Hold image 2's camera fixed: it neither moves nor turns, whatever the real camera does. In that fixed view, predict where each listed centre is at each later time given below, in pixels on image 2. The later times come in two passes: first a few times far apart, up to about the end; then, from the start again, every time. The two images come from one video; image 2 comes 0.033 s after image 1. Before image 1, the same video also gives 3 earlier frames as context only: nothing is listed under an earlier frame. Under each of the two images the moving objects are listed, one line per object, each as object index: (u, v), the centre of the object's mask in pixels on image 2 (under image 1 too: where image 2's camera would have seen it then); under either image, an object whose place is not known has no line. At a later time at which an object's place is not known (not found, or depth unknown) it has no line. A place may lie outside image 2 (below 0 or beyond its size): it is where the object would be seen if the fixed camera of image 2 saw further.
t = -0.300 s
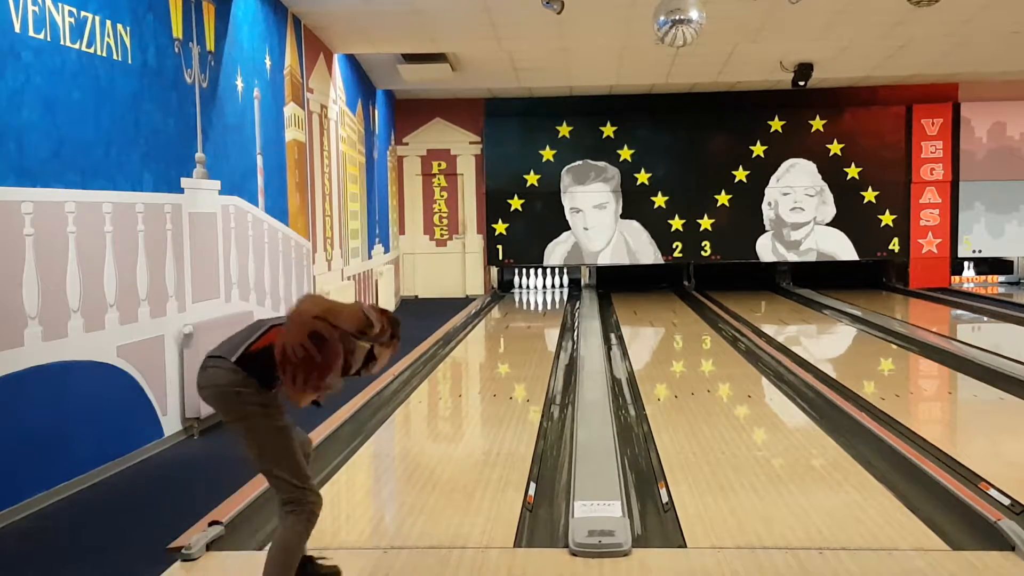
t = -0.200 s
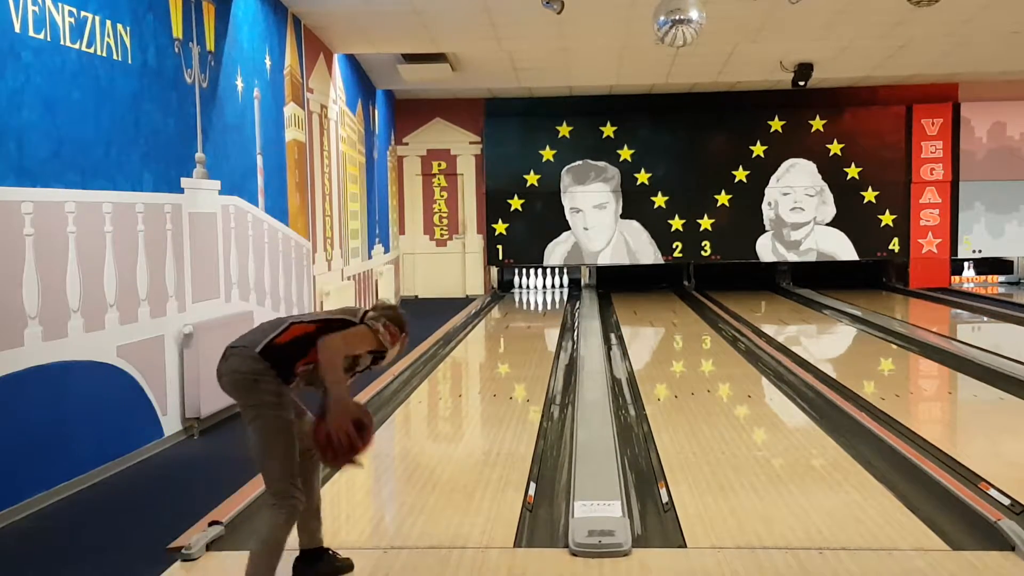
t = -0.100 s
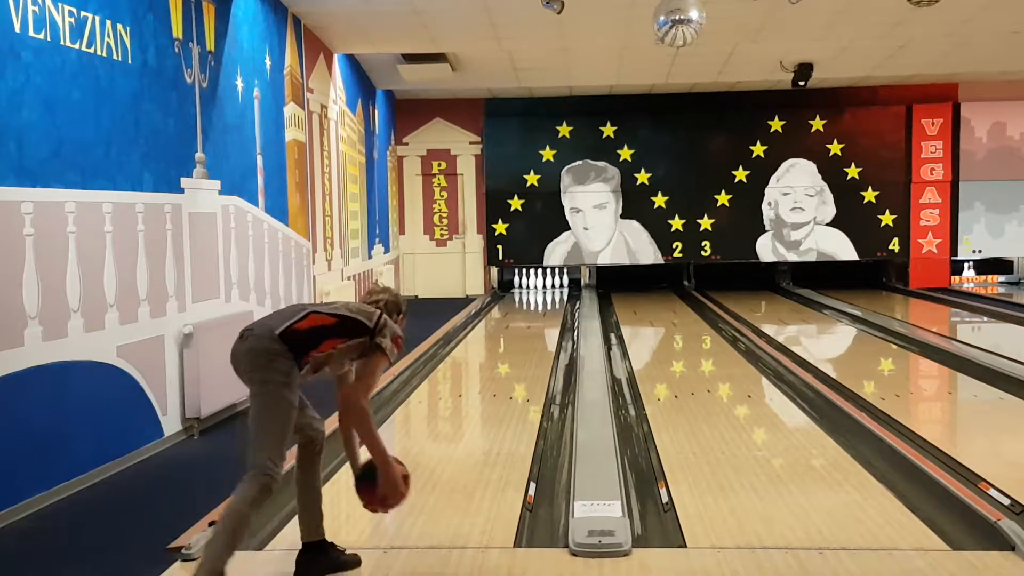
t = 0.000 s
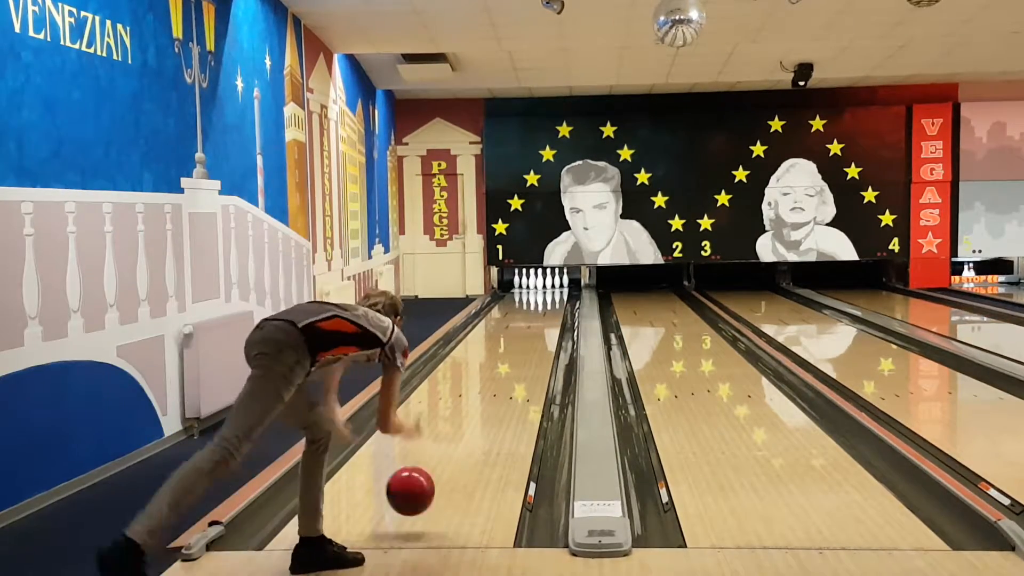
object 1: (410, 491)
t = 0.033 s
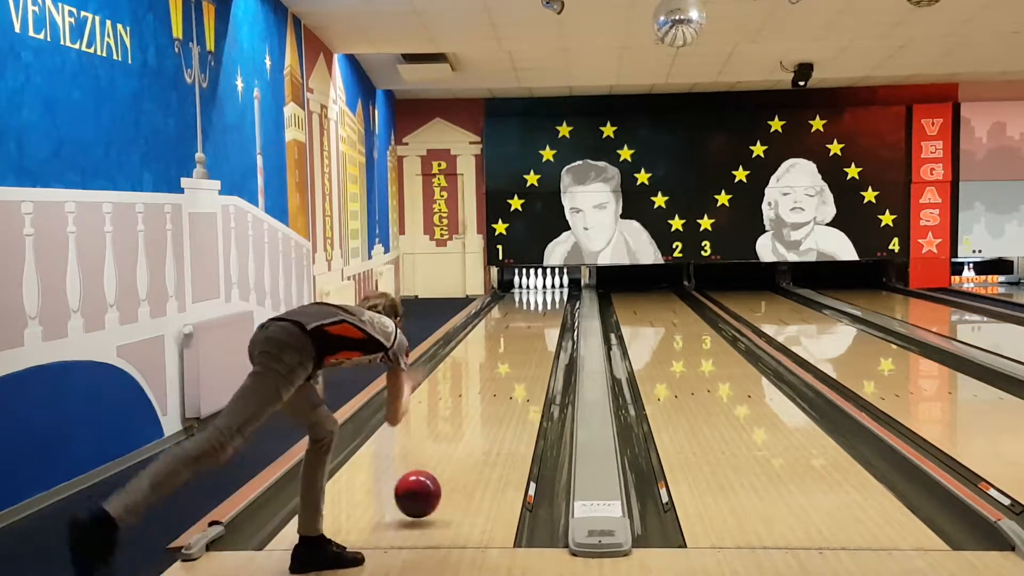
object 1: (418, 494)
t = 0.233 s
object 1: (449, 450)
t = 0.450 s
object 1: (472, 411)
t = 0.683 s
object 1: (489, 382)
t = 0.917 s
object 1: (501, 361)
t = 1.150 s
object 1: (510, 344)
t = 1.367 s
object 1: (516, 332)
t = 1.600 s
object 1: (522, 321)
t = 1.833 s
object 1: (526, 312)
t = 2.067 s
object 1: (530, 305)
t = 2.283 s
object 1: (532, 298)
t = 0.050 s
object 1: (421, 496)
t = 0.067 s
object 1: (424, 489)
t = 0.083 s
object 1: (427, 483)
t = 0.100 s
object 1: (429, 477)
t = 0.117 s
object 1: (432, 473)
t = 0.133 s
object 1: (435, 469)
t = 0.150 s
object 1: (437, 466)
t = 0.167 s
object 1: (439, 463)
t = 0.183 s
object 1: (442, 461)
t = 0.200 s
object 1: (444, 457)
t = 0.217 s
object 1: (447, 453)
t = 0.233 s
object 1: (449, 450)
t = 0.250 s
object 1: (451, 446)
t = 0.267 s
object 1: (453, 443)
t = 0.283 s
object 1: (455, 440)
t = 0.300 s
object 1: (457, 436)
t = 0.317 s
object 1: (458, 433)
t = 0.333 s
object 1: (460, 430)
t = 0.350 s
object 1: (462, 428)
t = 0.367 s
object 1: (464, 425)
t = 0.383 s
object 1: (465, 422)
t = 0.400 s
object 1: (467, 419)
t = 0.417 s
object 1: (469, 416)
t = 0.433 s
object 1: (470, 414)
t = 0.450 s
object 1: (472, 411)
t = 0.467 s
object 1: (473, 409)
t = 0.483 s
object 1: (474, 407)
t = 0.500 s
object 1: (476, 404)
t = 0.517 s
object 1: (477, 402)
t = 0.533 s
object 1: (478, 400)
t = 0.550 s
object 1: (479, 398)
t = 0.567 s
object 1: (481, 396)
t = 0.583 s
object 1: (482, 393)
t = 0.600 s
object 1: (483, 392)
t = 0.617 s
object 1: (484, 390)
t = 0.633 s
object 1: (485, 388)
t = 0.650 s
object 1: (486, 386)
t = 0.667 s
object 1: (488, 384)
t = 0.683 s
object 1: (489, 382)
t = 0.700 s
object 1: (489, 381)
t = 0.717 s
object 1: (490, 379)
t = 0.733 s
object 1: (491, 378)
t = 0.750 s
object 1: (492, 376)
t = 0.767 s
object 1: (493, 374)
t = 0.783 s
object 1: (494, 373)
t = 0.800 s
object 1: (495, 371)
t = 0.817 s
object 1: (496, 370)
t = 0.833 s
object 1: (497, 368)
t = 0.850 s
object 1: (497, 367)
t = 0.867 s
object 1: (498, 365)
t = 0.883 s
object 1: (499, 364)
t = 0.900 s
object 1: (500, 362)
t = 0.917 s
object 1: (501, 361)
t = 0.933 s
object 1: (501, 359)
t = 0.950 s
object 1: (502, 358)
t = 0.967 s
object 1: (503, 357)
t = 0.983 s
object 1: (503, 356)
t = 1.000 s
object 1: (504, 354)
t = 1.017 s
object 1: (505, 353)
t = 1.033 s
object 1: (506, 352)
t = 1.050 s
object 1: (506, 351)
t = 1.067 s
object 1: (507, 350)
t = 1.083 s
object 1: (507, 349)
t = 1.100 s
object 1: (508, 348)
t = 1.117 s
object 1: (509, 346)
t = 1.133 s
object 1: (509, 345)
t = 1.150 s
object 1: (510, 344)
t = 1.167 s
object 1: (510, 344)
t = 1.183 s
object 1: (511, 343)
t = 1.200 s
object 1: (511, 341)
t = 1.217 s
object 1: (512, 340)
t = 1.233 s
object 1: (512, 340)
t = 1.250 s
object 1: (513, 339)
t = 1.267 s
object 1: (513, 338)
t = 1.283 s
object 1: (514, 337)
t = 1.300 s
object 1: (514, 336)
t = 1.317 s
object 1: (515, 334)
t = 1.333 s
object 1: (515, 334)
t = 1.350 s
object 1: (516, 333)
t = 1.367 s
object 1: (516, 332)
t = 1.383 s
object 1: (516, 331)
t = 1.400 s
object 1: (517, 330)
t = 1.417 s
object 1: (518, 330)
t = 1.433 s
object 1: (518, 329)
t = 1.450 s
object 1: (518, 328)
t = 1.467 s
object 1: (519, 327)
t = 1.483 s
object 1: (519, 326)
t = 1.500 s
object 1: (520, 325)
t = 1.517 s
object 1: (520, 325)
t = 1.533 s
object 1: (520, 324)
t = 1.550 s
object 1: (521, 323)
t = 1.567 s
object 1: (521, 323)
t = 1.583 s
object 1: (521, 322)
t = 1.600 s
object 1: (522, 321)
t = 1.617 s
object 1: (522, 321)
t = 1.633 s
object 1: (523, 320)
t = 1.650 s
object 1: (523, 320)
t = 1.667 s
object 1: (523, 319)
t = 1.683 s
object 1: (524, 318)
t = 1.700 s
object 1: (524, 318)
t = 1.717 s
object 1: (524, 317)
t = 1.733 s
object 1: (524, 316)
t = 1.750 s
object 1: (525, 315)
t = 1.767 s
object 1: (525, 315)
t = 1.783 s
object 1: (525, 314)
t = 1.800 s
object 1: (526, 314)
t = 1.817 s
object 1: (526, 313)
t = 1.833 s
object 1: (526, 312)
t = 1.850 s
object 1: (527, 312)
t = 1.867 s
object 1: (527, 311)
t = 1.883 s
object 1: (527, 310)
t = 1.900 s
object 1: (528, 310)
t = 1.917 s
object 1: (528, 309)
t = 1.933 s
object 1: (528, 308)
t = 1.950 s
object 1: (528, 308)
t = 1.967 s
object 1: (528, 307)
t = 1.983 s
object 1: (528, 307)
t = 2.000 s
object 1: (529, 306)
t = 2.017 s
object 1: (529, 306)
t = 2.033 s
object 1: (529, 306)
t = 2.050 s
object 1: (530, 305)
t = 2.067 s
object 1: (530, 305)
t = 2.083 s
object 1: (530, 304)
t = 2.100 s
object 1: (530, 303)
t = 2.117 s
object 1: (530, 303)
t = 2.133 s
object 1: (530, 302)
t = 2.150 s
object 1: (530, 302)
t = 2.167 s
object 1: (530, 302)
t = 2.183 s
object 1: (531, 301)
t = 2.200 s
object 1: (531, 300)
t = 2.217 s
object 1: (531, 300)
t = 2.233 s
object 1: (531, 299)
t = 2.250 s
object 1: (531, 299)
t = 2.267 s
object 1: (532, 299)
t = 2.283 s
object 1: (532, 298)
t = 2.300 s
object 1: (532, 298)
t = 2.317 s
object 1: (532, 297)
